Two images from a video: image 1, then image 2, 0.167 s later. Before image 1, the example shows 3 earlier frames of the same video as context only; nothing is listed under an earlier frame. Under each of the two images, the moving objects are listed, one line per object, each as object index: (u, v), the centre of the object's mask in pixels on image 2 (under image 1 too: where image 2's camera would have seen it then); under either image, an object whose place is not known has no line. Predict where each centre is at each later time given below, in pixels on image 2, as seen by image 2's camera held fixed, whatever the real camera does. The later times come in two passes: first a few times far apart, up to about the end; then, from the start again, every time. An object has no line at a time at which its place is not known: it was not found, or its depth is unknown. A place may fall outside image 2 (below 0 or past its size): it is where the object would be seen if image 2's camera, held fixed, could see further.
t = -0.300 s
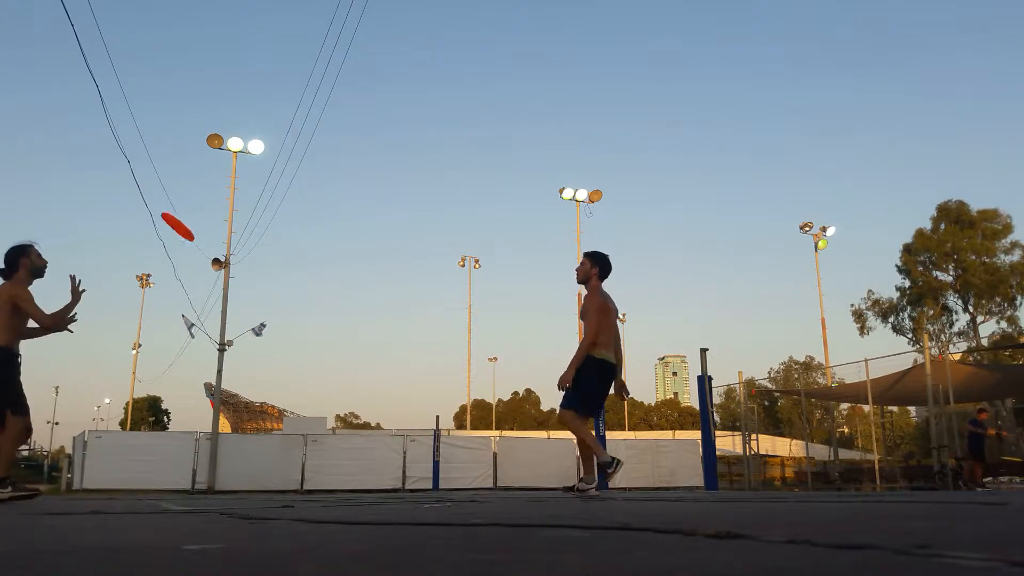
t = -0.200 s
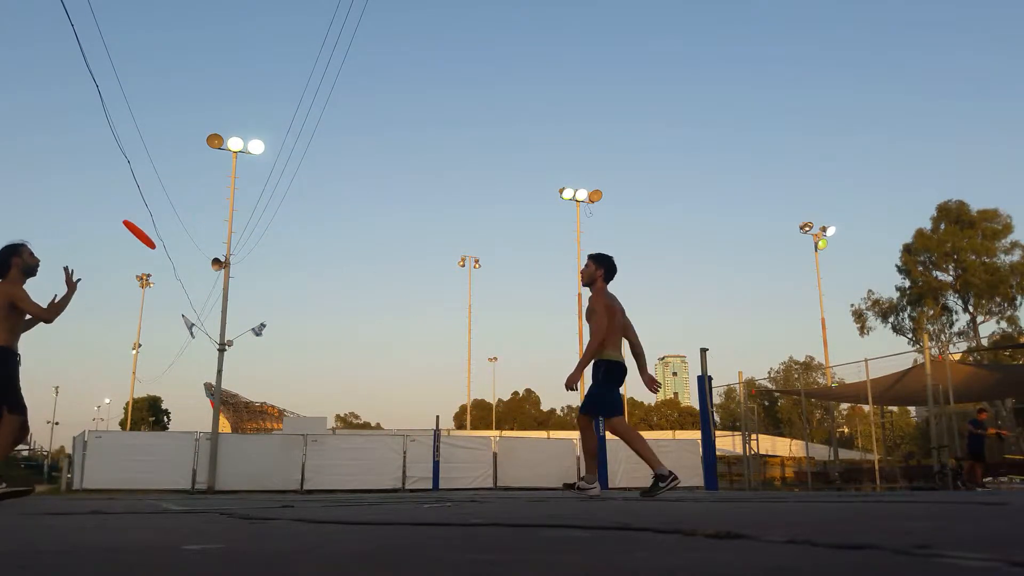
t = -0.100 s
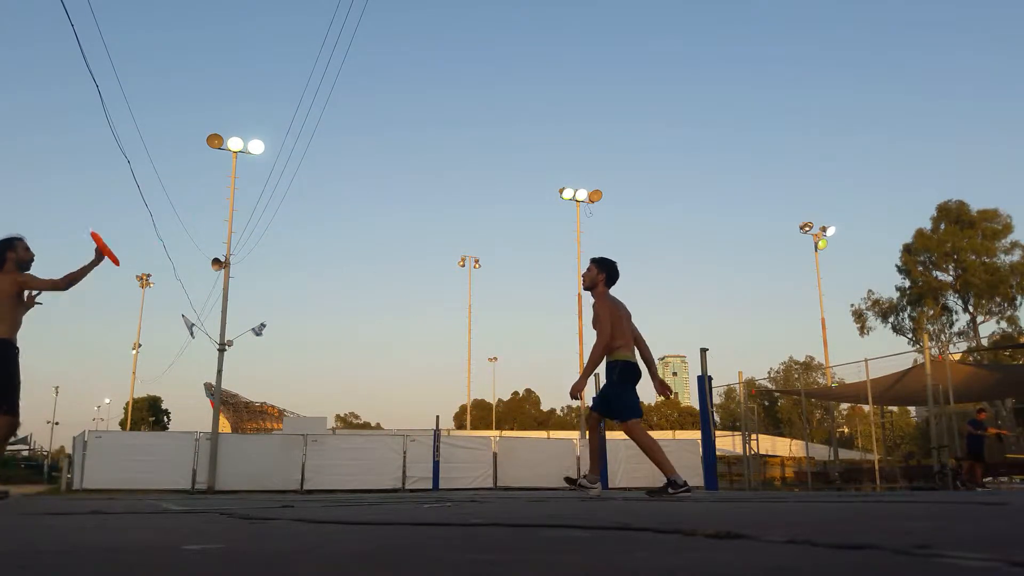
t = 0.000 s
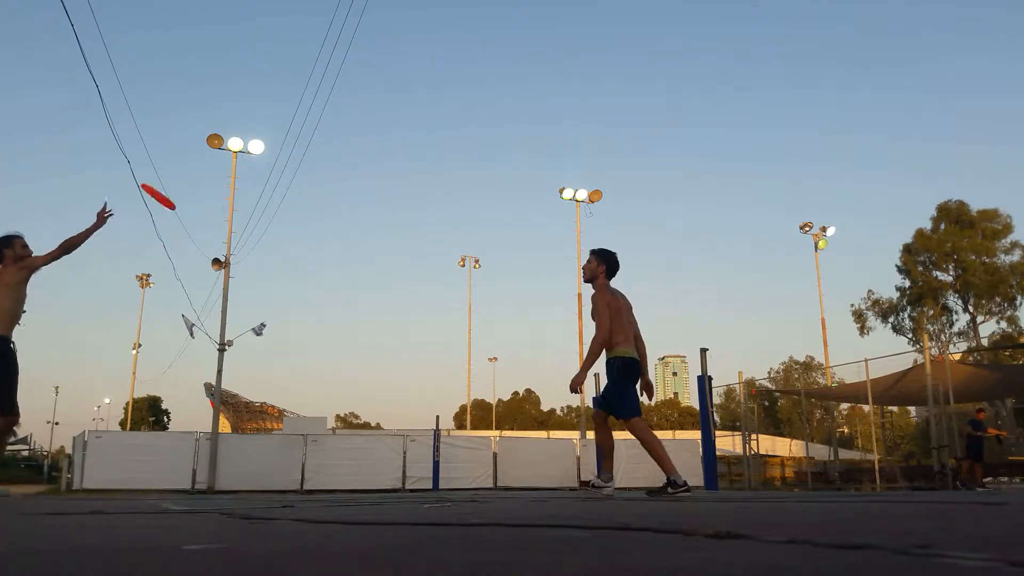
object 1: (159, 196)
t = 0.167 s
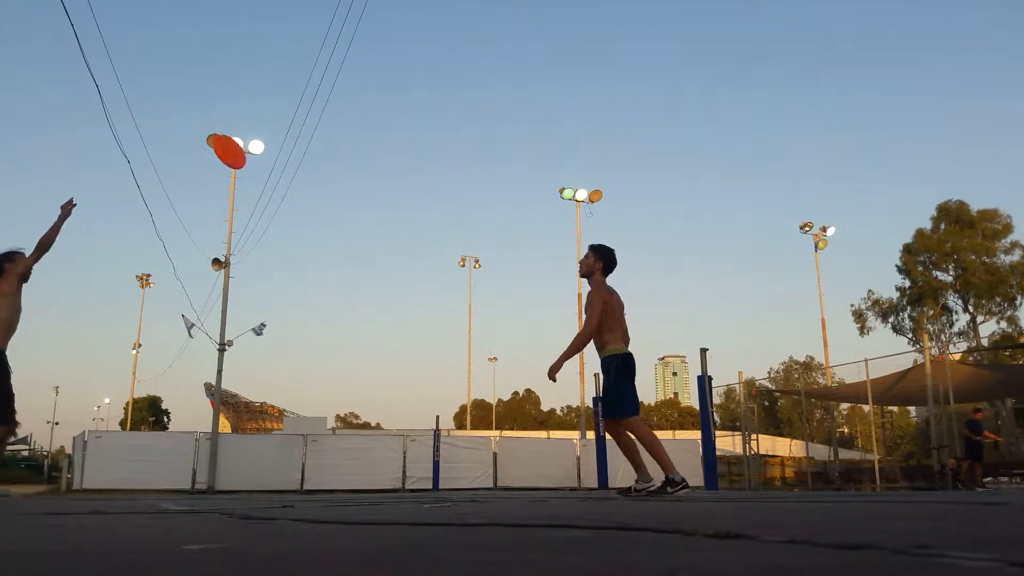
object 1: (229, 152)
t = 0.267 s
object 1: (268, 144)
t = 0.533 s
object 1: (362, 188)
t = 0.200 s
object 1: (243, 149)
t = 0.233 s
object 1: (256, 145)
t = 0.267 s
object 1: (268, 144)
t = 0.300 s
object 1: (280, 145)
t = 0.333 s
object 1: (293, 148)
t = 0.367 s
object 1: (305, 151)
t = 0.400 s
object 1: (316, 156)
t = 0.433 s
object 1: (328, 162)
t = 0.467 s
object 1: (340, 170)
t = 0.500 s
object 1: (351, 179)
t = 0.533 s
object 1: (362, 188)
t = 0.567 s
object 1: (373, 200)
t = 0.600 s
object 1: (385, 213)
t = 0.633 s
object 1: (397, 226)
